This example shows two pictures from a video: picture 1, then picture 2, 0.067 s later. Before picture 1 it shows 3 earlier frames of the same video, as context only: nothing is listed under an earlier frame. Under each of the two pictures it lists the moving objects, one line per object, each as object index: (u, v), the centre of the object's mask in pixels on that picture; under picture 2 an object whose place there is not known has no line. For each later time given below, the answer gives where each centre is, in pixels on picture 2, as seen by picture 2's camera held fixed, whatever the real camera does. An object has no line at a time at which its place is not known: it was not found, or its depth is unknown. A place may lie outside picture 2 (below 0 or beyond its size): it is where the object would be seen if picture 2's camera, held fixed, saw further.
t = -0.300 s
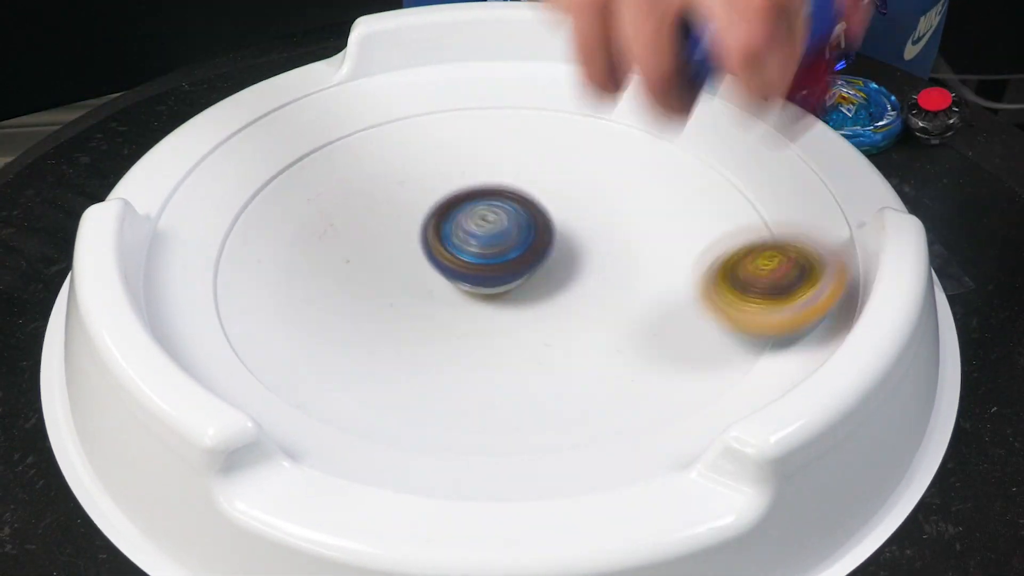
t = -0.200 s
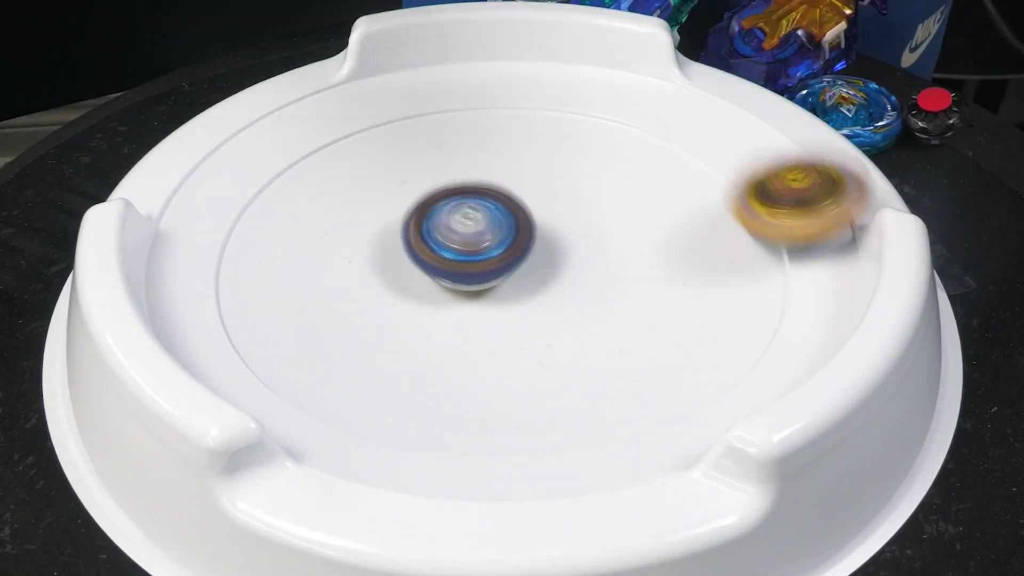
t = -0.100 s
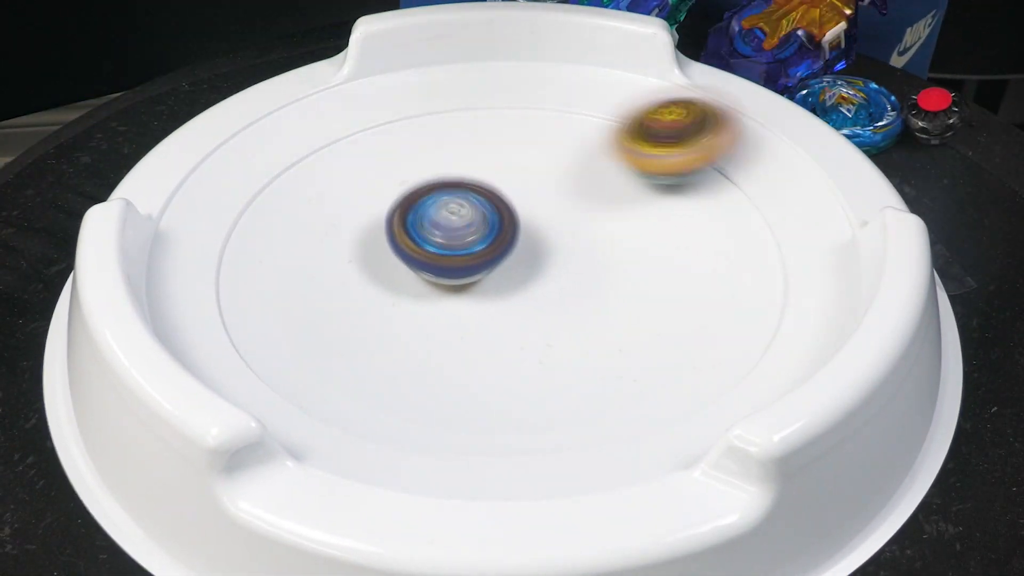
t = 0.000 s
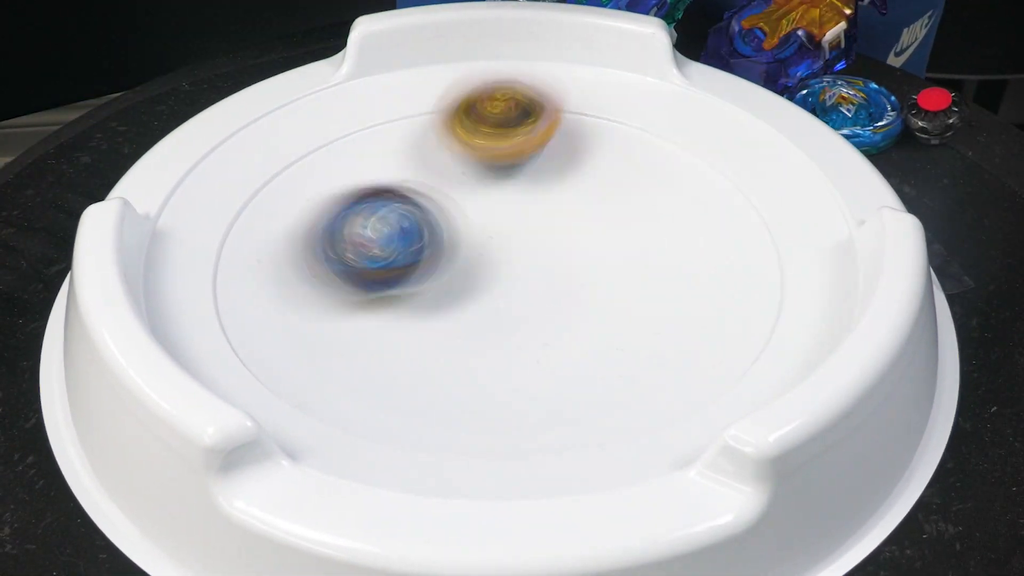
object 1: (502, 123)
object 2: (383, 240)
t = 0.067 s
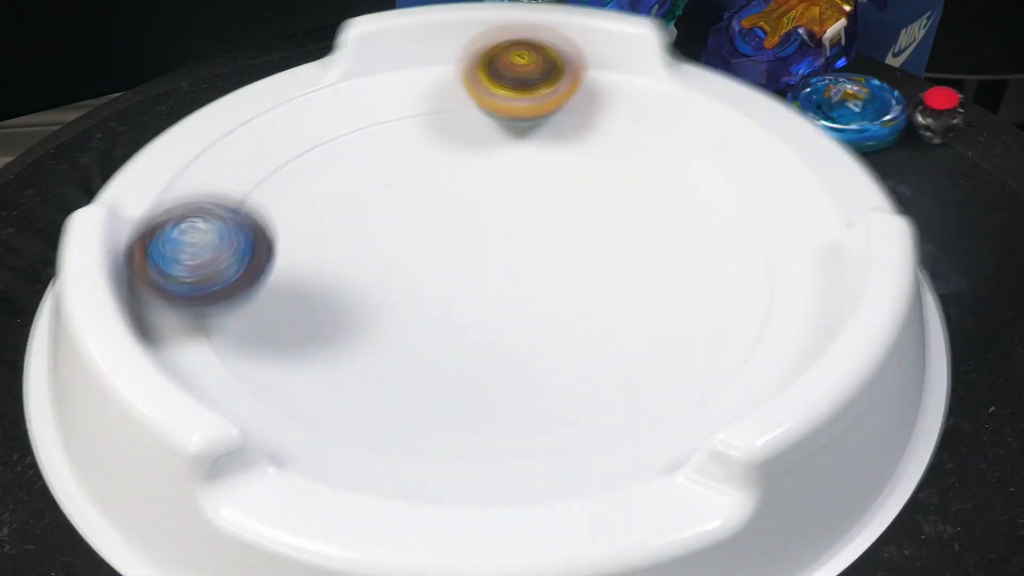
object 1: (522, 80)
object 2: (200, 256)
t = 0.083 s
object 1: (513, 82)
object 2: (203, 230)
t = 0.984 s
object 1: (675, 74)
